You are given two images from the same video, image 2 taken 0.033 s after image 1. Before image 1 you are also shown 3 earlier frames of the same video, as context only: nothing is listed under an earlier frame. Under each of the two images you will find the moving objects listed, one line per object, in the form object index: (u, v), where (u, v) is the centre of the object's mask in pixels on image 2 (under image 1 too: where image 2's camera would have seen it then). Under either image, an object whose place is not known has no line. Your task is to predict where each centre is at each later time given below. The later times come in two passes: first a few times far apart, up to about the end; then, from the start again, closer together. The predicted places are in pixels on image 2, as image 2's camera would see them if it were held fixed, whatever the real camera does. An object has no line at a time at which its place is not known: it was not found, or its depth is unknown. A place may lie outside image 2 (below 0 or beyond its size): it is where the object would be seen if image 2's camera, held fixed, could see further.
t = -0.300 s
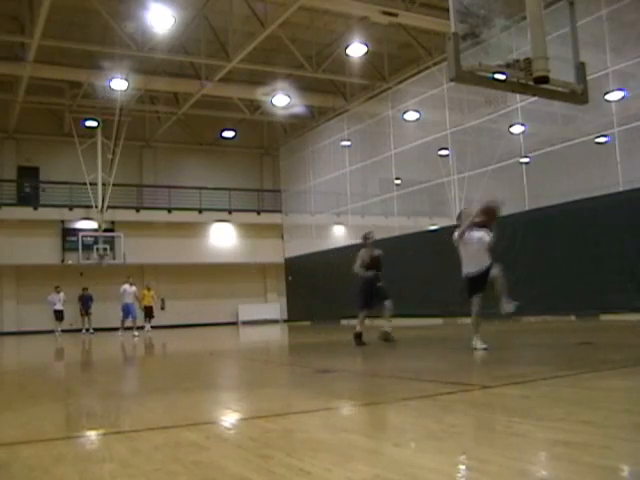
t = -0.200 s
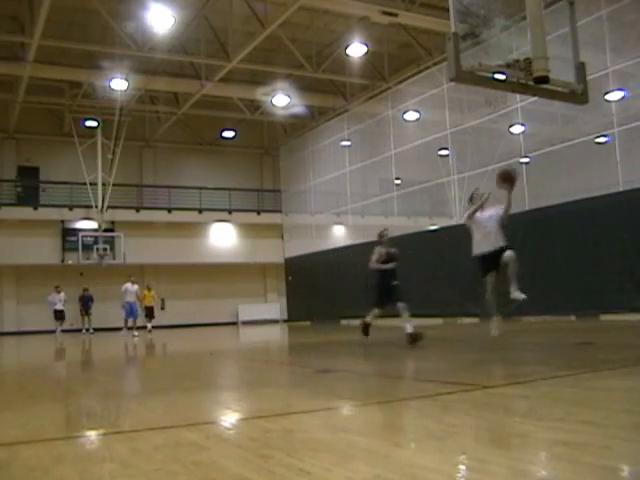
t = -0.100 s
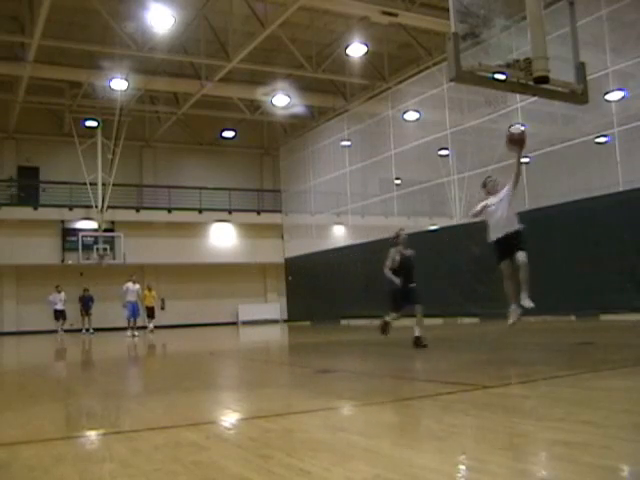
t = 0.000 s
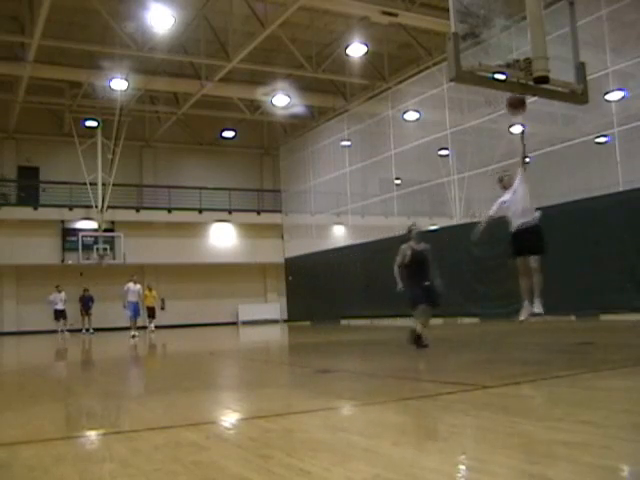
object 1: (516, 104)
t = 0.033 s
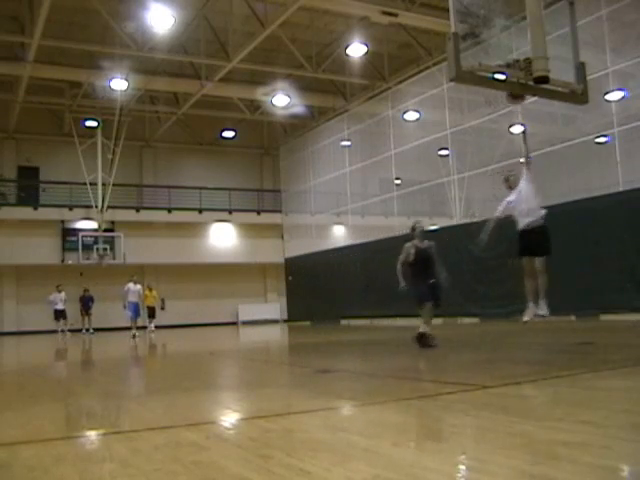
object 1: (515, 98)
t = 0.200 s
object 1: (518, 51)
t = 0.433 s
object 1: (509, 45)
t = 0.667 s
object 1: (490, 88)
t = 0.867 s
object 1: (499, 105)
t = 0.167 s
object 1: (518, 54)
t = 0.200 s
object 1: (518, 51)
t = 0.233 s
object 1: (519, 47)
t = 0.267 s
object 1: (520, 43)
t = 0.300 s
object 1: (520, 40)
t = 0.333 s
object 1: (519, 39)
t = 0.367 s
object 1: (515, 40)
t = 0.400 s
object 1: (511, 42)
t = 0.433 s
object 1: (509, 45)
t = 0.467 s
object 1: (507, 48)
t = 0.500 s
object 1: (501, 53)
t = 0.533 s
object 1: (493, 58)
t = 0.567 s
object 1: (494, 60)
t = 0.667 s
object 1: (490, 88)
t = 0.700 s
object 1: (491, 90)
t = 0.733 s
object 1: (493, 94)
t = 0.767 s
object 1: (495, 96)
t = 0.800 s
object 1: (497, 98)
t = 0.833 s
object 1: (498, 100)
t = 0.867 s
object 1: (499, 105)
